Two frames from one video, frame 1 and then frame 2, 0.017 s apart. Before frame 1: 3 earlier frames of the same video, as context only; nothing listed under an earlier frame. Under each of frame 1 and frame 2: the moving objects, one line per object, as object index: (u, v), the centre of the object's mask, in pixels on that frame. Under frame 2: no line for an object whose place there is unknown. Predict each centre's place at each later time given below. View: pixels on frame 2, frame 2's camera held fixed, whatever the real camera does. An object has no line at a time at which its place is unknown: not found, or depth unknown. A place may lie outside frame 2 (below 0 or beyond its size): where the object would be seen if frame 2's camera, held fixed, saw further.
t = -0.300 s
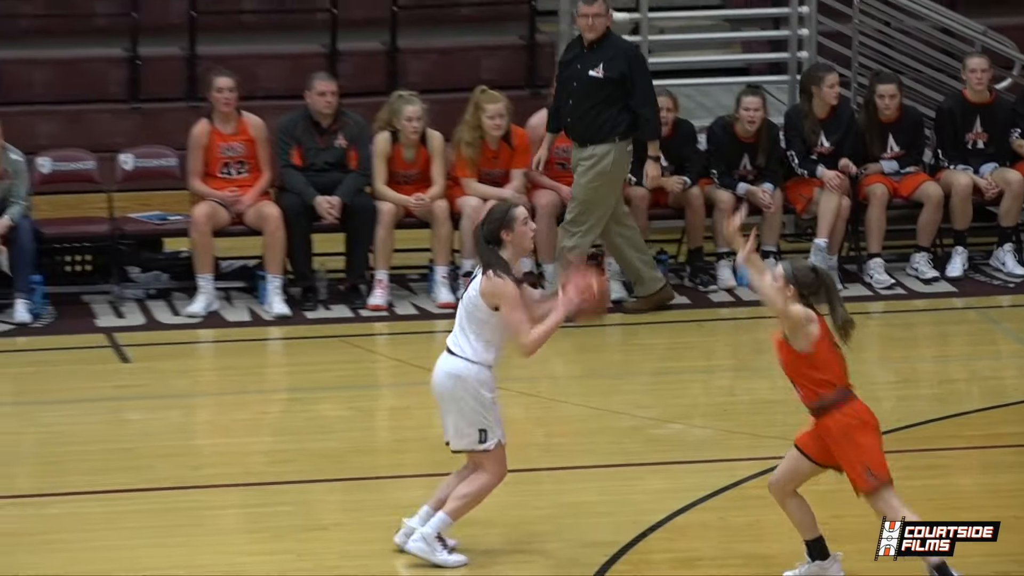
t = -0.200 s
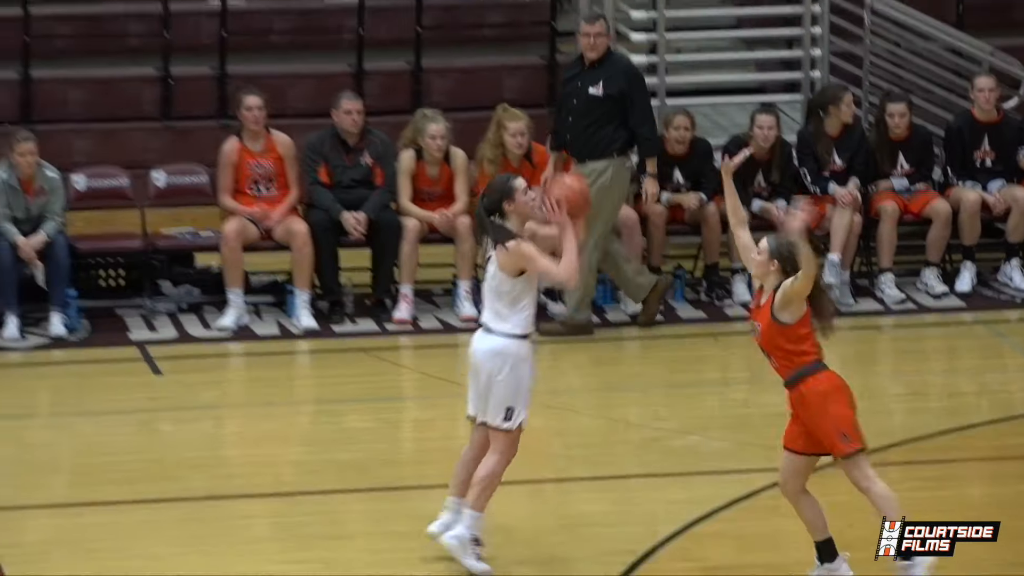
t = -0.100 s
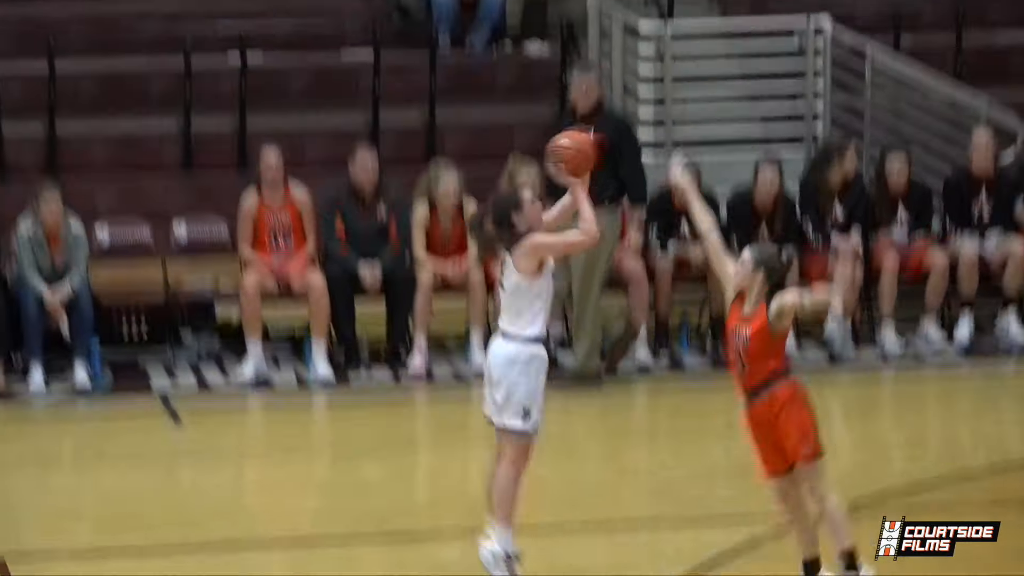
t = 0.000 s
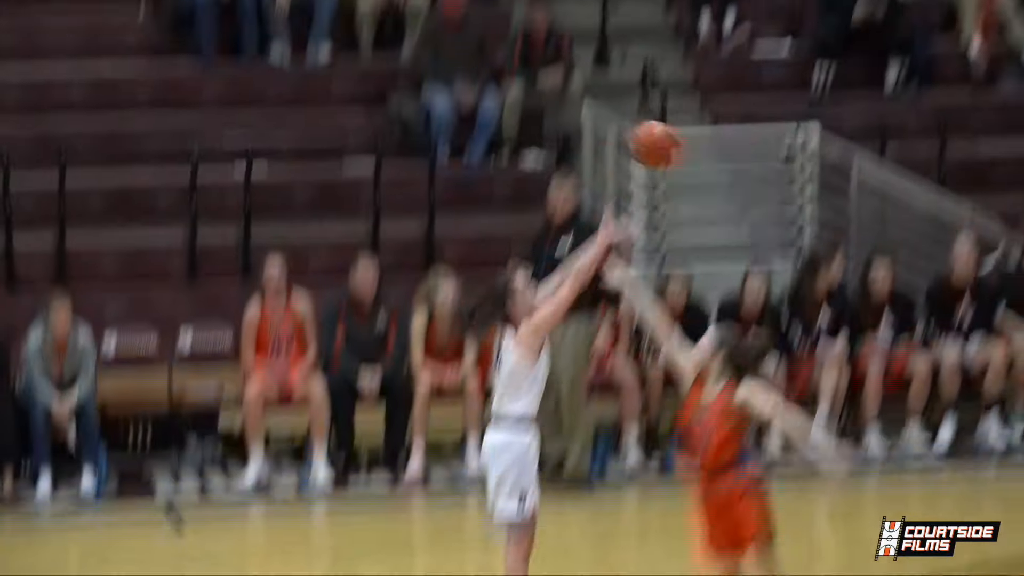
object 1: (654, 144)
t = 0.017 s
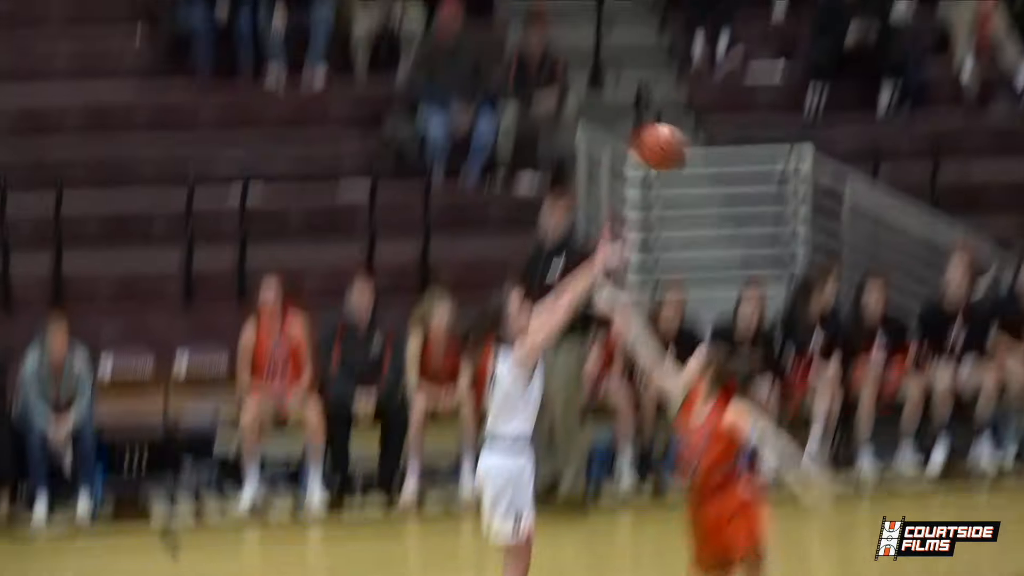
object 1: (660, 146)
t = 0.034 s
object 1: (684, 124)
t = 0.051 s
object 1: (699, 107)
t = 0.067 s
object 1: (721, 91)
